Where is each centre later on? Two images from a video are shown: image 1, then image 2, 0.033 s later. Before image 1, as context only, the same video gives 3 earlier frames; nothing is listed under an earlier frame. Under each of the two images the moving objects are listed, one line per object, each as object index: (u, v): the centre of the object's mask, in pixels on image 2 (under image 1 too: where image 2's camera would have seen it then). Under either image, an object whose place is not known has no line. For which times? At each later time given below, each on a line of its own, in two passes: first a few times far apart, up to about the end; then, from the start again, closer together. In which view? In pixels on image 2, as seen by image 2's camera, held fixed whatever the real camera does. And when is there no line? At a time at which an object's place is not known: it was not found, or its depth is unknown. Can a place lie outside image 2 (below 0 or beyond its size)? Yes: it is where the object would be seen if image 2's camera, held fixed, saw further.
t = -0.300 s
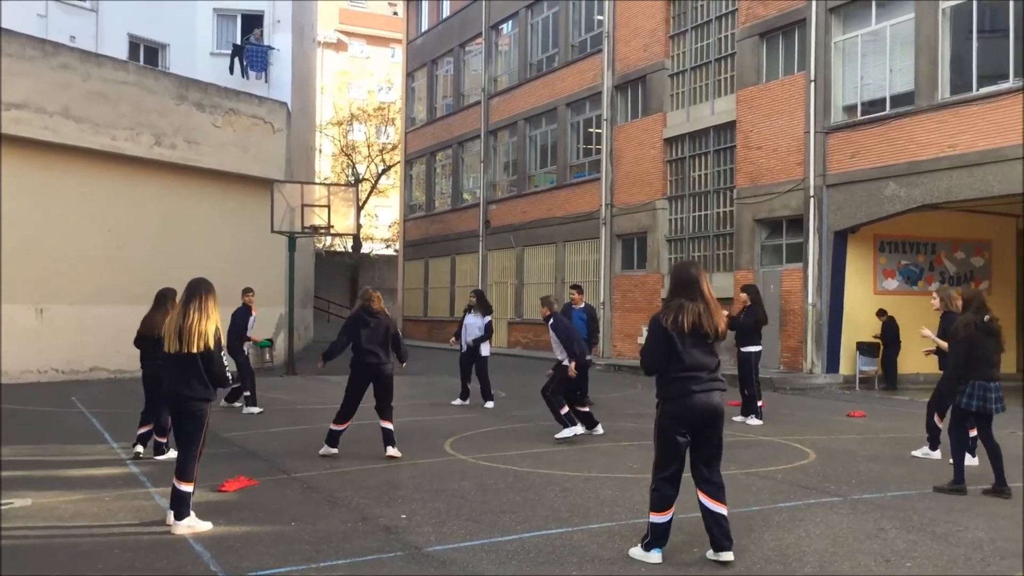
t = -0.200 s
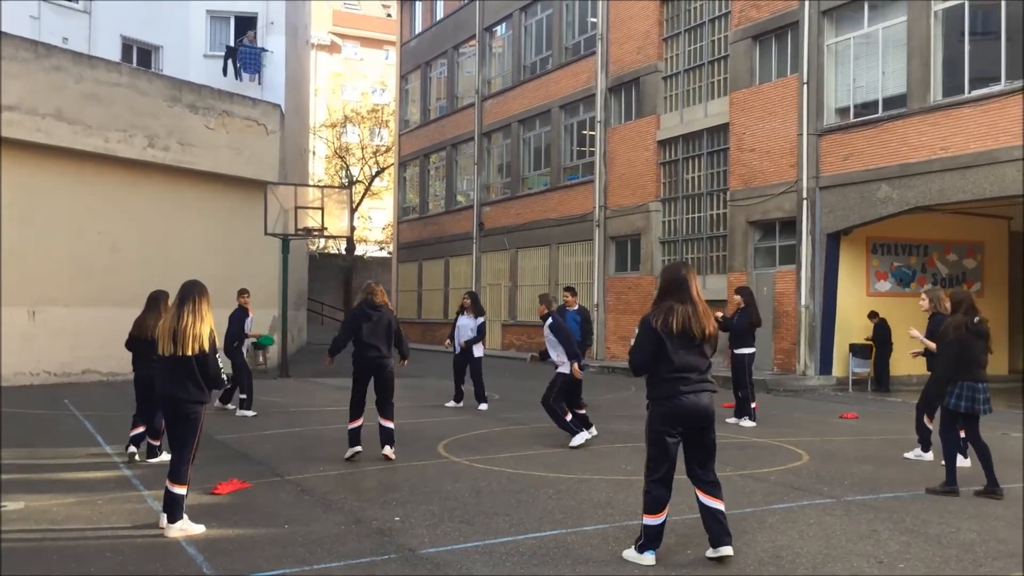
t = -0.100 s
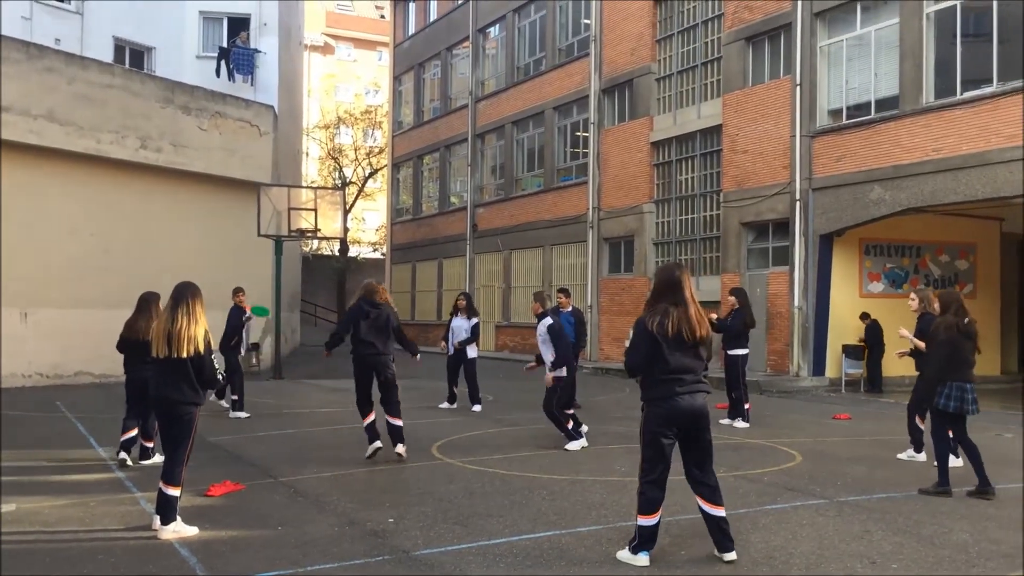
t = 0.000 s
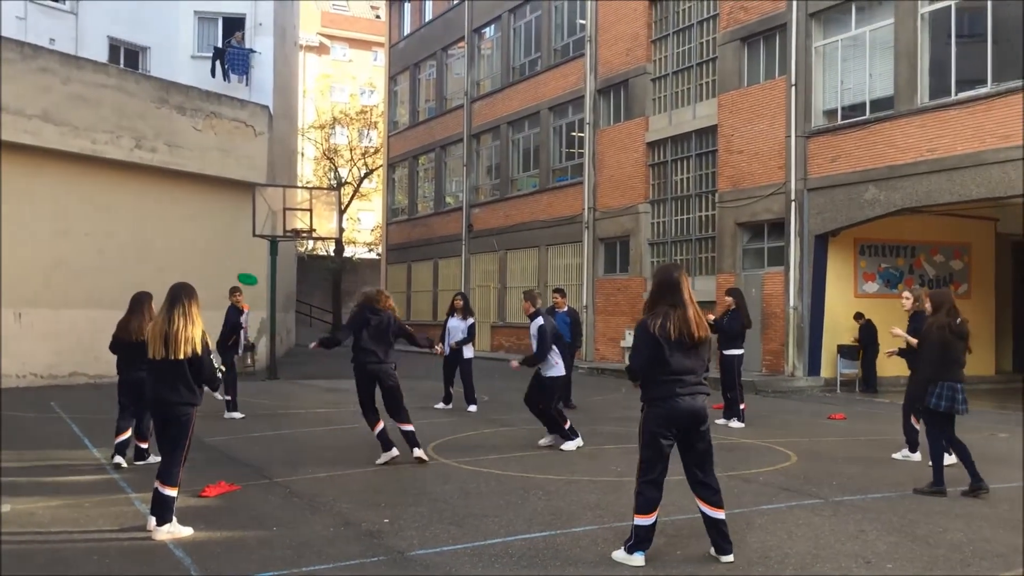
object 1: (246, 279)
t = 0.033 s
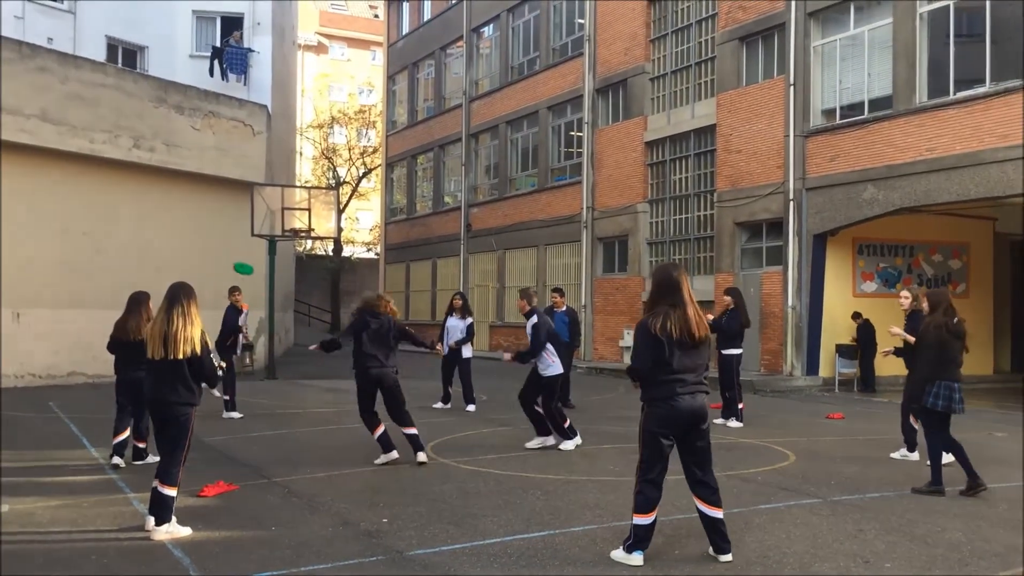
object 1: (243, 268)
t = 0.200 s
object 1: (231, 223)
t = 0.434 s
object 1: (217, 174)
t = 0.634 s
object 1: (213, 150)
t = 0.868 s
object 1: (222, 152)
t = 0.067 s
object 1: (241, 258)
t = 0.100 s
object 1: (238, 249)
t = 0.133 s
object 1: (235, 240)
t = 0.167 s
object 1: (233, 231)
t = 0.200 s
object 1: (231, 223)
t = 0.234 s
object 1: (228, 215)
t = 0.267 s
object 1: (226, 208)
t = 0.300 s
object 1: (224, 200)
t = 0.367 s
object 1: (220, 186)
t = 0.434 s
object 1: (217, 174)
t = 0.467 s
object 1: (216, 169)
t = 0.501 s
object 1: (215, 164)
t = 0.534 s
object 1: (214, 159)
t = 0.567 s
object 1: (213, 156)
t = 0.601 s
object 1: (213, 153)
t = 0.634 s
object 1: (213, 150)
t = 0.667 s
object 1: (214, 148)
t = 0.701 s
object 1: (214, 147)
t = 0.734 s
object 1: (215, 146)
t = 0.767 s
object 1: (216, 146)
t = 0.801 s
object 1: (218, 148)
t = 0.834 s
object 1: (220, 149)
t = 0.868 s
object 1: (222, 152)
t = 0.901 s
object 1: (225, 156)
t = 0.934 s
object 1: (229, 161)
